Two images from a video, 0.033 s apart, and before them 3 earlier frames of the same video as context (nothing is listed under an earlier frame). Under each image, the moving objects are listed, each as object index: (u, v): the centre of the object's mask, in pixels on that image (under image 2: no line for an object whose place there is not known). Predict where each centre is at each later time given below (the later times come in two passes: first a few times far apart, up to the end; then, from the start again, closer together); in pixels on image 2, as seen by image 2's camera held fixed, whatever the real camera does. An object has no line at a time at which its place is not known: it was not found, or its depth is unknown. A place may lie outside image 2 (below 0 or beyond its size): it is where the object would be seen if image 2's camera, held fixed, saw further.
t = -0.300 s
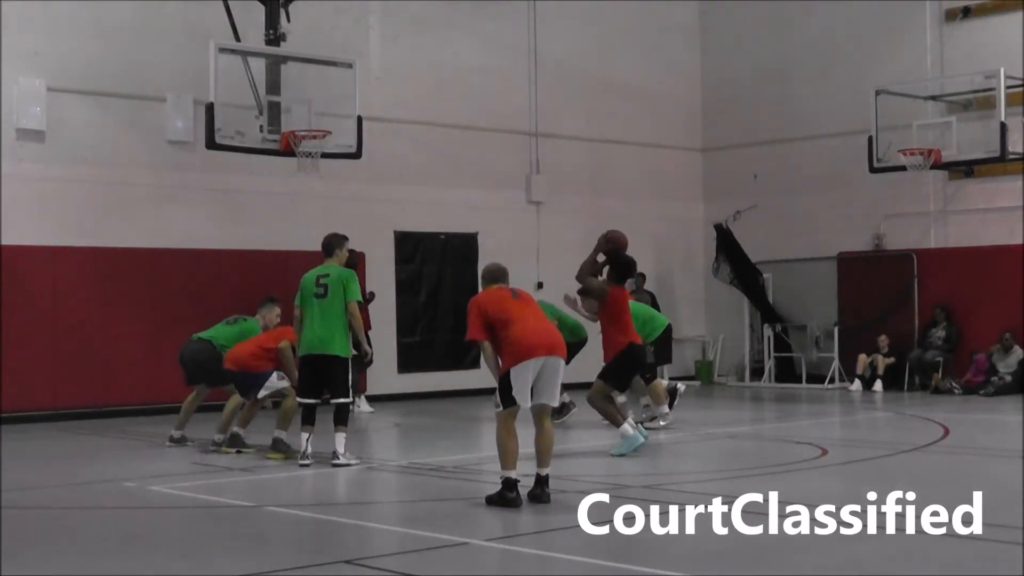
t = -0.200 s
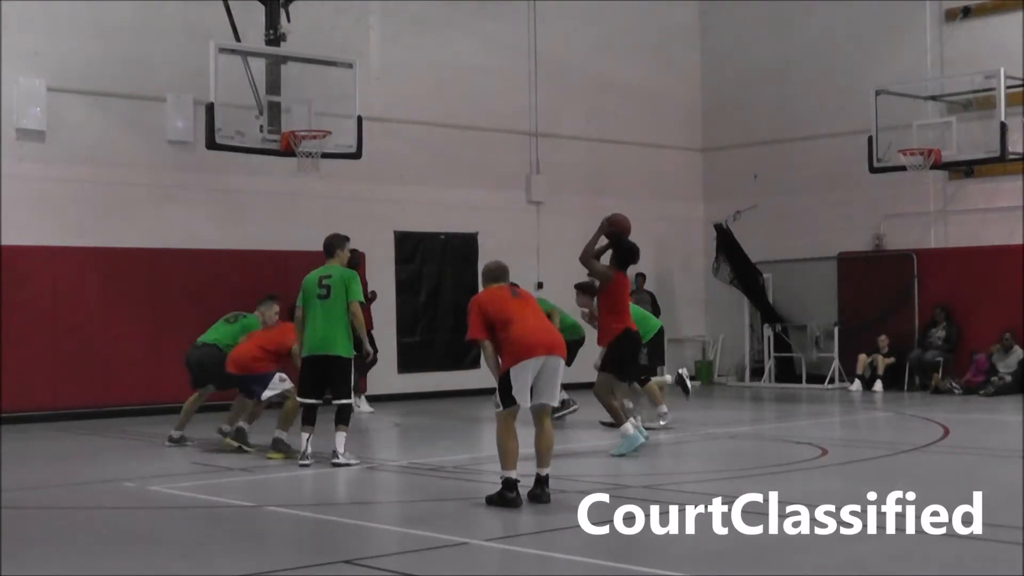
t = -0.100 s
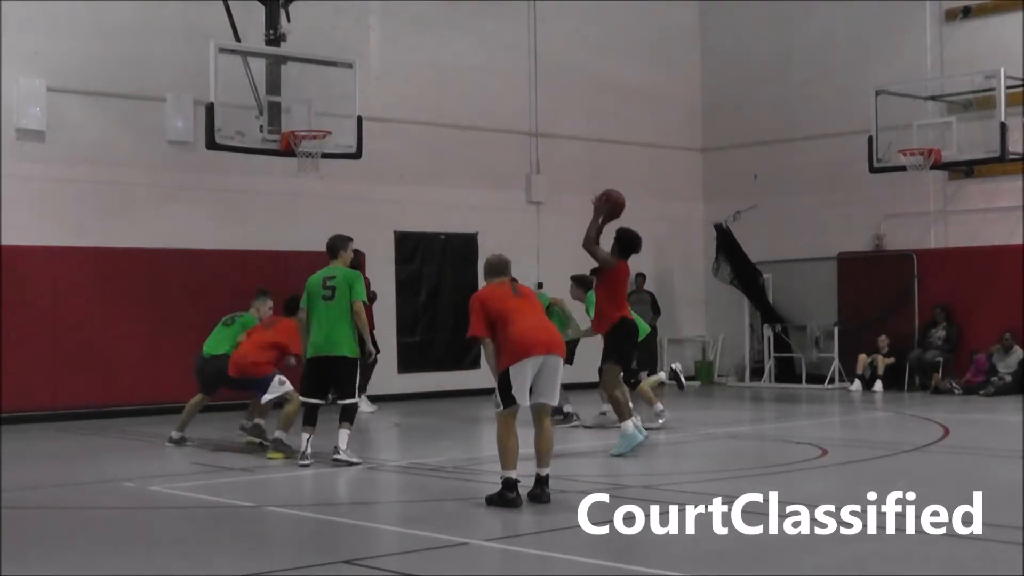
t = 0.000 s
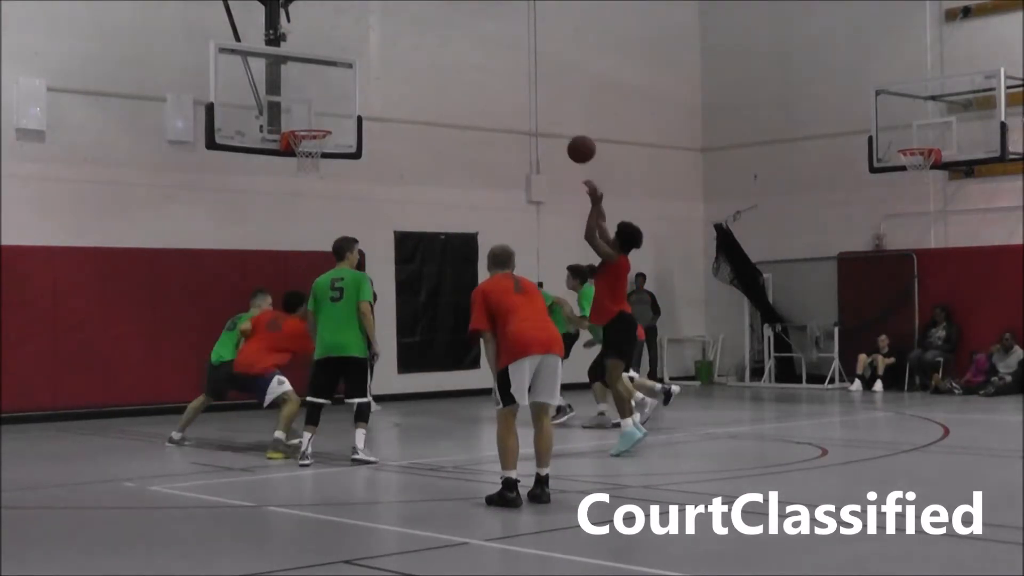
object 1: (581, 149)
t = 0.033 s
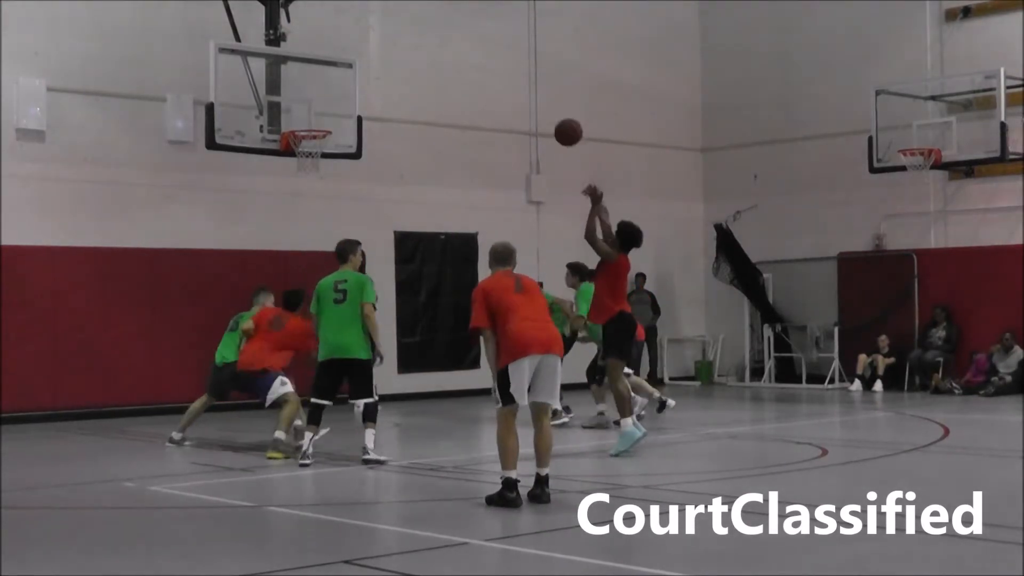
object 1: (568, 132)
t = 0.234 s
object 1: (496, 60)
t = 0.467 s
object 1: (422, 37)
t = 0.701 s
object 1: (357, 68)
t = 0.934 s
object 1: (303, 142)
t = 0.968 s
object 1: (303, 147)
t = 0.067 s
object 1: (555, 116)
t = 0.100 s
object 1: (543, 102)
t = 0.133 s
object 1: (531, 90)
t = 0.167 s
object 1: (518, 79)
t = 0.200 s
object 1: (507, 69)
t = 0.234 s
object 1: (496, 60)
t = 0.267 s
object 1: (484, 53)
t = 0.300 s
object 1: (473, 48)
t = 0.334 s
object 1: (463, 43)
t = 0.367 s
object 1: (452, 40)
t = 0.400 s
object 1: (442, 38)
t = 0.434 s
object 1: (431, 37)
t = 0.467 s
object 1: (422, 37)
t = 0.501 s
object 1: (411, 38)
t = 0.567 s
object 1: (393, 44)
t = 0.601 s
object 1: (383, 48)
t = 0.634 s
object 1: (374, 54)
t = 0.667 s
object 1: (366, 60)
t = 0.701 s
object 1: (357, 68)
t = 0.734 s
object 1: (348, 76)
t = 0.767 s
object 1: (339, 85)
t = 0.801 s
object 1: (331, 96)
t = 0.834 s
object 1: (323, 107)
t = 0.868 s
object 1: (315, 118)
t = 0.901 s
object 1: (307, 131)
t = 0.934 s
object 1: (303, 142)
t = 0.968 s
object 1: (303, 147)
